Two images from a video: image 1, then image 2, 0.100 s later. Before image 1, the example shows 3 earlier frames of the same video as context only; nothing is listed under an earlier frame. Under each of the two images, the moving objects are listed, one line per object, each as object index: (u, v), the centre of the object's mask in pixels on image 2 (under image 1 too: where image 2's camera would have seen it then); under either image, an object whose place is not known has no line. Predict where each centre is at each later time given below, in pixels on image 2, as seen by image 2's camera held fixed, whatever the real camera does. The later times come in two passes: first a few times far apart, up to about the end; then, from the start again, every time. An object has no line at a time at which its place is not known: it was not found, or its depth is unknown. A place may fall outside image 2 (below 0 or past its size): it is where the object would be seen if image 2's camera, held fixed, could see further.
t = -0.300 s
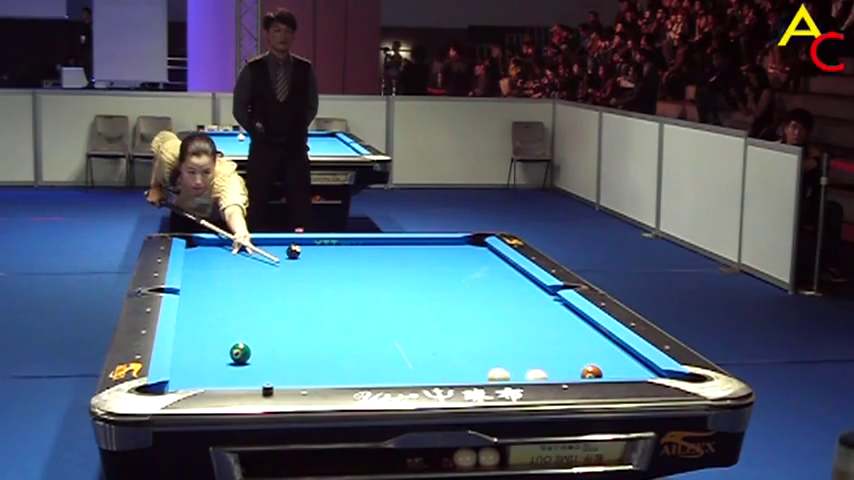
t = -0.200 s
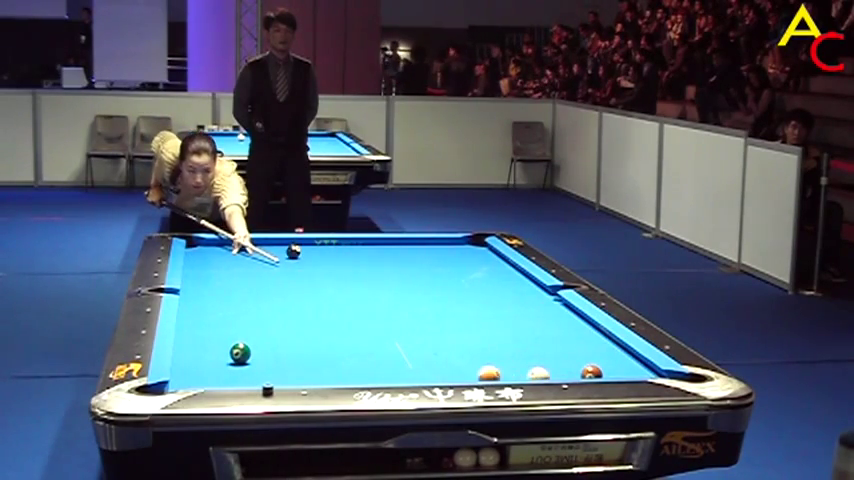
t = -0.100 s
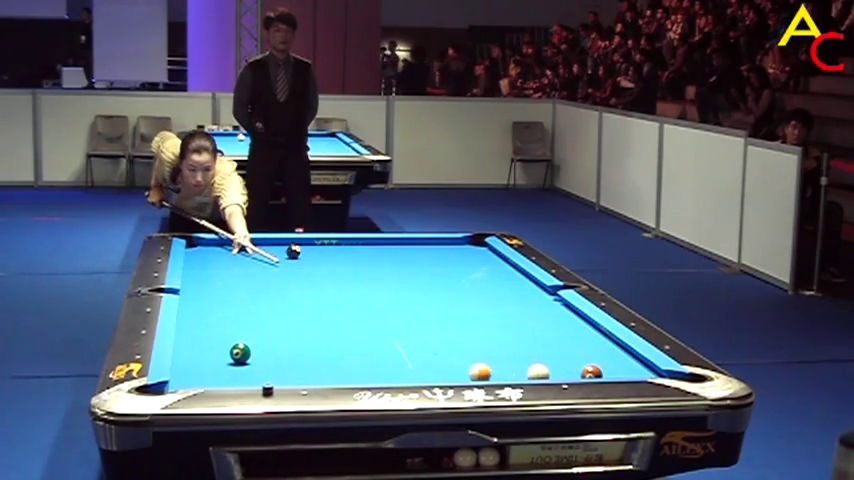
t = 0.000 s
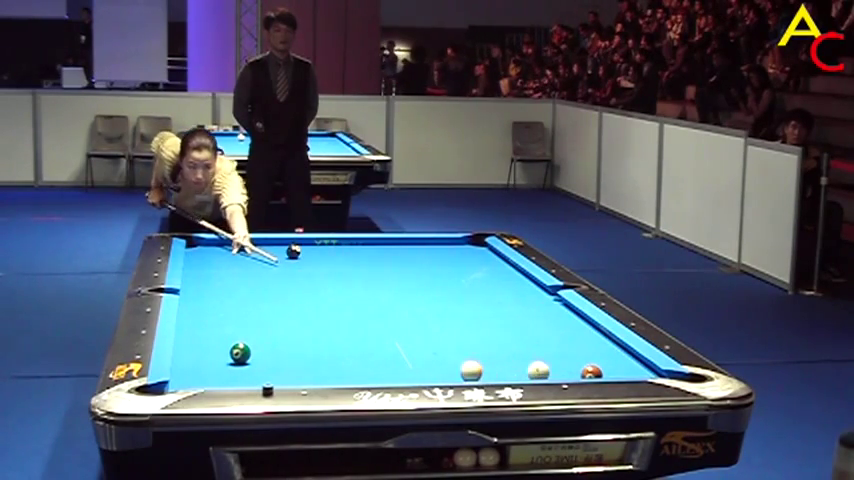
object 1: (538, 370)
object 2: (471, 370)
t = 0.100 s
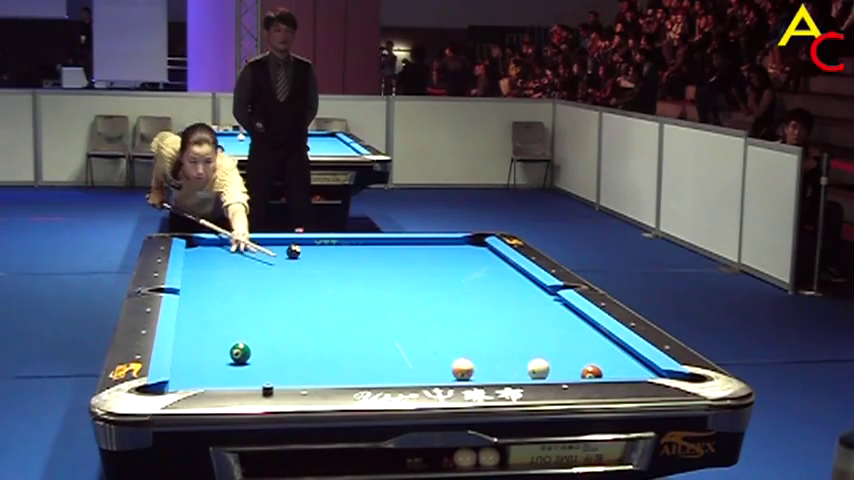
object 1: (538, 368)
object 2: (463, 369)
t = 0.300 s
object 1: (538, 364)
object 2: (446, 365)
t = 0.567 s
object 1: (539, 357)
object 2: (426, 360)
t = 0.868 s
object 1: (539, 351)
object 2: (406, 355)
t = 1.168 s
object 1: (540, 345)
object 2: (388, 350)
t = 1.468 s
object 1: (540, 340)
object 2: (372, 346)
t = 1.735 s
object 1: (540, 337)
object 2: (359, 342)
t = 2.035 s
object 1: (539, 333)
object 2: (347, 339)
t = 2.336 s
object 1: (539, 330)
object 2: (337, 336)
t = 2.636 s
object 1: (540, 328)
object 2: (327, 334)
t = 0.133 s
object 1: (538, 368)
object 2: (460, 369)
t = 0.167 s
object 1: (538, 367)
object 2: (457, 368)
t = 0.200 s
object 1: (538, 366)
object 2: (454, 367)
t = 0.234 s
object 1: (538, 365)
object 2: (452, 367)
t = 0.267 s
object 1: (538, 364)
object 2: (449, 366)
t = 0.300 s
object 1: (538, 364)
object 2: (446, 365)
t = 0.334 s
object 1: (538, 363)
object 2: (444, 364)
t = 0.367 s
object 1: (538, 362)
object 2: (441, 363)
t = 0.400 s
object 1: (538, 361)
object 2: (439, 363)
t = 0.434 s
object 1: (538, 360)
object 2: (436, 362)
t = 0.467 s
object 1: (539, 359)
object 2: (433, 362)
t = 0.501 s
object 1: (539, 359)
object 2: (431, 361)
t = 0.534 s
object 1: (539, 358)
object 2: (429, 360)
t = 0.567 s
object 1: (539, 357)
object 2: (426, 360)
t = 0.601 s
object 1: (539, 356)
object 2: (424, 359)
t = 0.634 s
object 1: (539, 356)
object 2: (422, 359)
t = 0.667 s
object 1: (539, 355)
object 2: (420, 358)
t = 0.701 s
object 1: (539, 354)
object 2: (417, 358)
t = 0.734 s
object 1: (539, 353)
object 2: (415, 357)
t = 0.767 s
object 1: (539, 353)
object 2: (413, 356)
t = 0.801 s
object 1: (539, 352)
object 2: (411, 355)
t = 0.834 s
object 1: (539, 351)
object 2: (408, 355)
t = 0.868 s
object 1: (539, 351)
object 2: (406, 355)
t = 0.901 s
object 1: (539, 350)
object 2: (404, 354)
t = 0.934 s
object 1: (539, 349)
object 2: (402, 353)
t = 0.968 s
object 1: (539, 349)
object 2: (400, 353)
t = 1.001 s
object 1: (540, 348)
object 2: (398, 352)
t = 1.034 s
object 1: (540, 348)
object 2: (396, 352)
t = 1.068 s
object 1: (540, 347)
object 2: (394, 351)
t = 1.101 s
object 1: (540, 346)
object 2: (392, 351)
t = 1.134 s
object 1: (540, 346)
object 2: (390, 350)
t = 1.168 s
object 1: (540, 345)
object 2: (388, 350)
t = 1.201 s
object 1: (540, 344)
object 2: (386, 349)
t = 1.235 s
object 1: (540, 344)
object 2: (384, 349)
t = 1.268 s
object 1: (540, 343)
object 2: (382, 349)
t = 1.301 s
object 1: (540, 343)
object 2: (381, 348)
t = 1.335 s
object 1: (540, 342)
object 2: (379, 347)
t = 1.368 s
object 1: (540, 342)
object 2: (377, 347)
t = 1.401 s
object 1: (540, 341)
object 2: (375, 346)
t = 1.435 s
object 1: (540, 341)
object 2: (373, 346)
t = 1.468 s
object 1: (540, 340)
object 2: (372, 346)
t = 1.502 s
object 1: (540, 340)
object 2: (370, 345)
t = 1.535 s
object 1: (540, 339)
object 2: (368, 345)
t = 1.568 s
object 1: (540, 339)
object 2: (367, 344)
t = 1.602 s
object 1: (540, 338)
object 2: (365, 344)
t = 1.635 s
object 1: (540, 338)
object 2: (364, 343)
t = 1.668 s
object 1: (540, 338)
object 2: (362, 343)
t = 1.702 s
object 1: (540, 337)
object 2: (361, 343)
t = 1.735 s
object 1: (540, 337)
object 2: (359, 342)
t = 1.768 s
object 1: (540, 336)
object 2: (358, 342)
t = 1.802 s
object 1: (539, 335)
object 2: (356, 341)
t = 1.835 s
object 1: (539, 335)
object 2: (355, 341)
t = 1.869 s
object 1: (539, 335)
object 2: (353, 341)
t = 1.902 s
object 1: (539, 335)
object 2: (352, 340)
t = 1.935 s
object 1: (539, 334)
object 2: (351, 340)
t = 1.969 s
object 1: (539, 334)
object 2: (349, 340)
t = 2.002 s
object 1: (540, 333)
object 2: (348, 339)
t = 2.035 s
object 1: (539, 333)
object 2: (347, 339)
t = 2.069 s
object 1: (540, 333)
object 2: (346, 339)
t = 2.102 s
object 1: (540, 332)
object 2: (344, 339)
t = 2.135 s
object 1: (540, 332)
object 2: (343, 338)
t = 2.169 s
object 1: (539, 331)
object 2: (342, 338)
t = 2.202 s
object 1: (539, 331)
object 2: (341, 338)
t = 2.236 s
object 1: (539, 331)
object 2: (340, 337)
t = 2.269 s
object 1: (539, 331)
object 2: (339, 337)
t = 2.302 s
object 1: (539, 330)
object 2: (338, 337)
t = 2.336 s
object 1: (539, 330)
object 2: (337, 336)
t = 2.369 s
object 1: (539, 330)
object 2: (336, 336)
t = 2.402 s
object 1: (539, 329)
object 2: (335, 336)
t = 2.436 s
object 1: (540, 329)
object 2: (333, 335)
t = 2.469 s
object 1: (540, 329)
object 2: (332, 335)
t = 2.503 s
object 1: (540, 329)
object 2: (331, 335)
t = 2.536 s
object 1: (540, 328)
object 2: (330, 335)
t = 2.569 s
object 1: (540, 328)
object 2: (329, 335)
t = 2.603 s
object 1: (540, 328)
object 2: (328, 334)
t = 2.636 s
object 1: (540, 328)
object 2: (327, 334)
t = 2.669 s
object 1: (540, 327)
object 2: (327, 334)
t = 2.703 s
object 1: (540, 327)
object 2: (326, 334)
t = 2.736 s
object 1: (540, 327)
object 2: (325, 333)
